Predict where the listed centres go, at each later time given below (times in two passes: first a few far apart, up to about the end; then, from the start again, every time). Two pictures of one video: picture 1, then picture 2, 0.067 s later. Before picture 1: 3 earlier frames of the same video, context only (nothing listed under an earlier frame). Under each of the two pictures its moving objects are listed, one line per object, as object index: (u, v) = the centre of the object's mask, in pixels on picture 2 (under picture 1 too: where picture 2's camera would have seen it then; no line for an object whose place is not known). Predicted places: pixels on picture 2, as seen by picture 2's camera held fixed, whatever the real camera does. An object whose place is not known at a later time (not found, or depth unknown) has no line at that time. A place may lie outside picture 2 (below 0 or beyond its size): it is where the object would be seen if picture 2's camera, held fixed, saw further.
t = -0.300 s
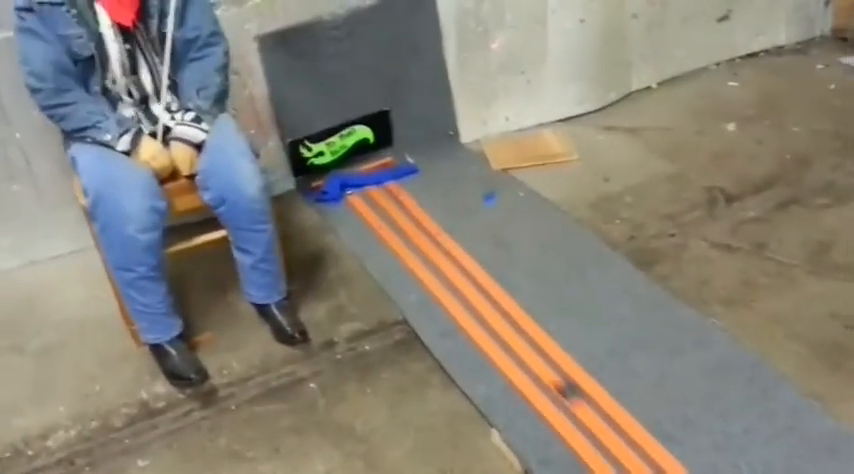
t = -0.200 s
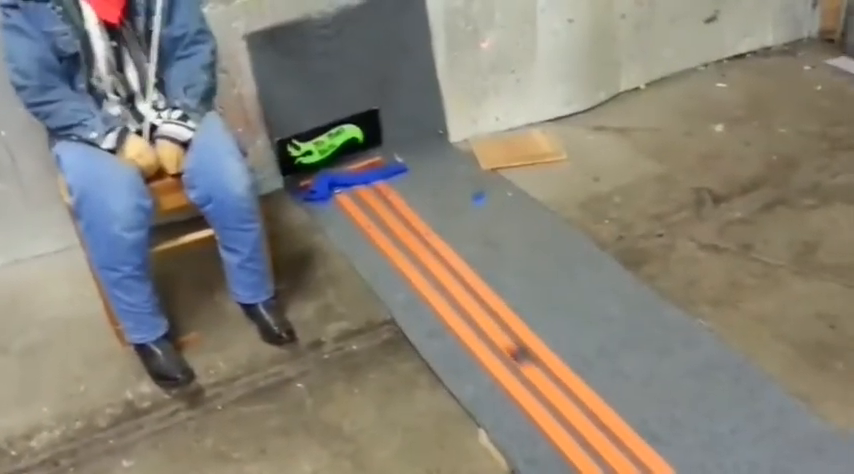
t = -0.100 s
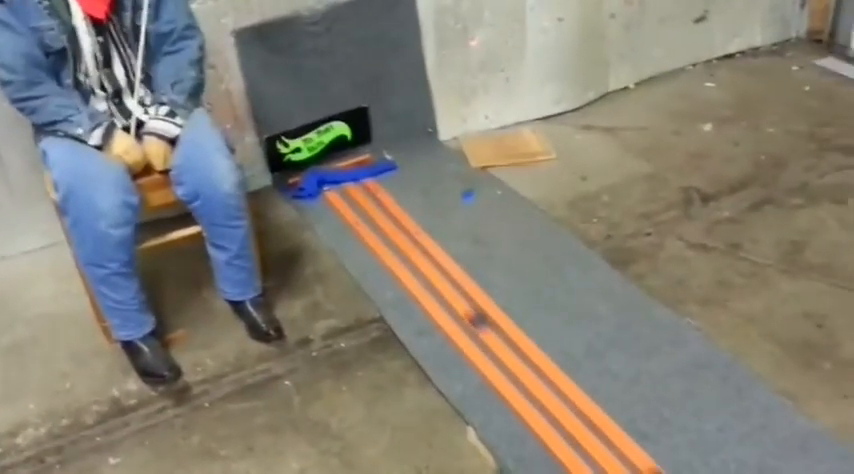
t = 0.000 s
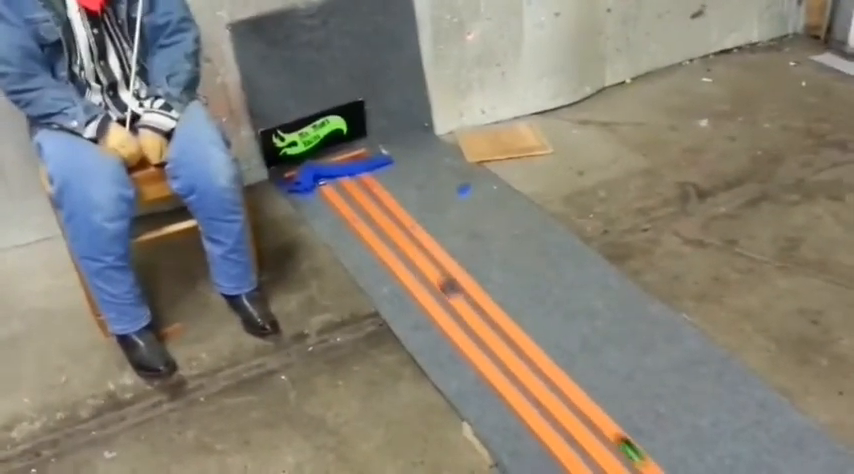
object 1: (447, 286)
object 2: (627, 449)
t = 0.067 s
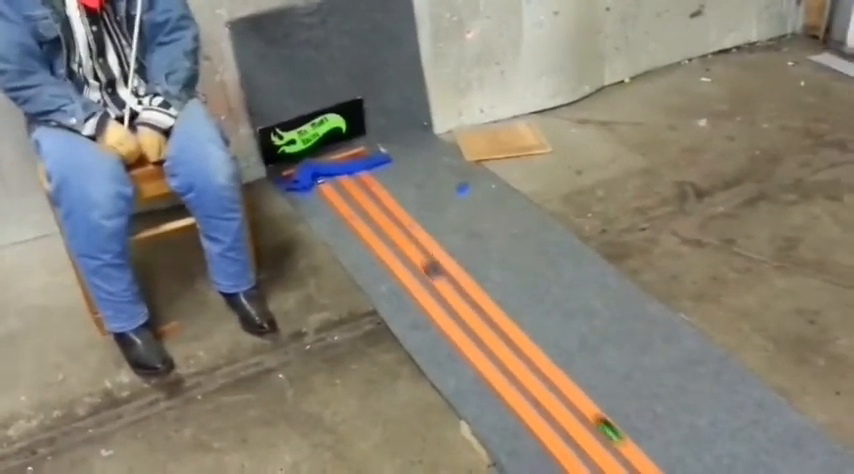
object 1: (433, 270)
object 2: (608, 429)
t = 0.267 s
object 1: (394, 228)
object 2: (562, 381)
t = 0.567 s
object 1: (350, 183)
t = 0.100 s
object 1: (426, 262)
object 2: (600, 421)
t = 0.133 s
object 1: (419, 254)
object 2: (592, 412)
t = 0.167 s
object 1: (412, 247)
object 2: (584, 404)
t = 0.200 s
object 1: (405, 241)
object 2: (576, 396)
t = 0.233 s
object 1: (399, 235)
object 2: (569, 389)
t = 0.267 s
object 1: (394, 228)
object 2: (562, 381)
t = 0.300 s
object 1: (388, 222)
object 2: (555, 375)
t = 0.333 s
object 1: (383, 217)
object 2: (549, 368)
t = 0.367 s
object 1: (378, 211)
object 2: (542, 362)
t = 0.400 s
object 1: (373, 206)
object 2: (537, 356)
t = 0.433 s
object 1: (368, 201)
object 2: (531, 350)
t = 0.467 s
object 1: (363, 196)
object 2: (526, 344)
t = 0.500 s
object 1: (359, 190)
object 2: (521, 339)
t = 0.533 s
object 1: (354, 186)
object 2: (516, 333)
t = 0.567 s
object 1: (350, 183)
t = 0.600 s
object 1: (345, 181)
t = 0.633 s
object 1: (342, 174)
